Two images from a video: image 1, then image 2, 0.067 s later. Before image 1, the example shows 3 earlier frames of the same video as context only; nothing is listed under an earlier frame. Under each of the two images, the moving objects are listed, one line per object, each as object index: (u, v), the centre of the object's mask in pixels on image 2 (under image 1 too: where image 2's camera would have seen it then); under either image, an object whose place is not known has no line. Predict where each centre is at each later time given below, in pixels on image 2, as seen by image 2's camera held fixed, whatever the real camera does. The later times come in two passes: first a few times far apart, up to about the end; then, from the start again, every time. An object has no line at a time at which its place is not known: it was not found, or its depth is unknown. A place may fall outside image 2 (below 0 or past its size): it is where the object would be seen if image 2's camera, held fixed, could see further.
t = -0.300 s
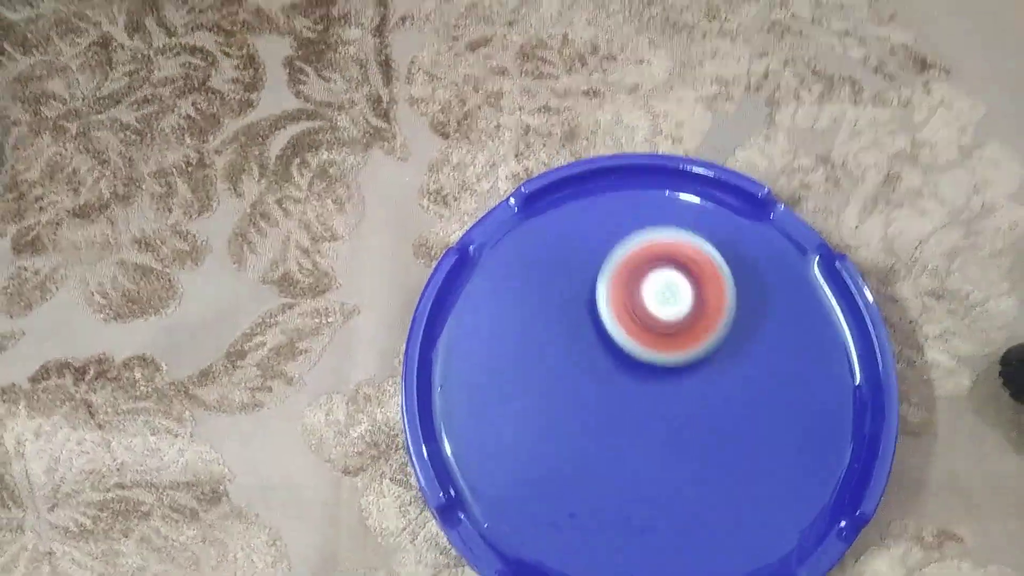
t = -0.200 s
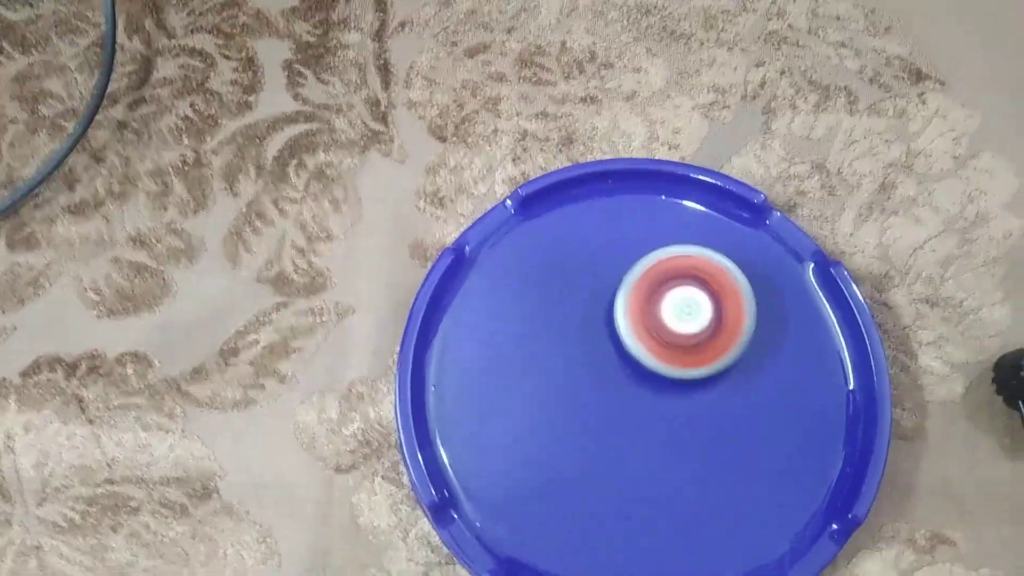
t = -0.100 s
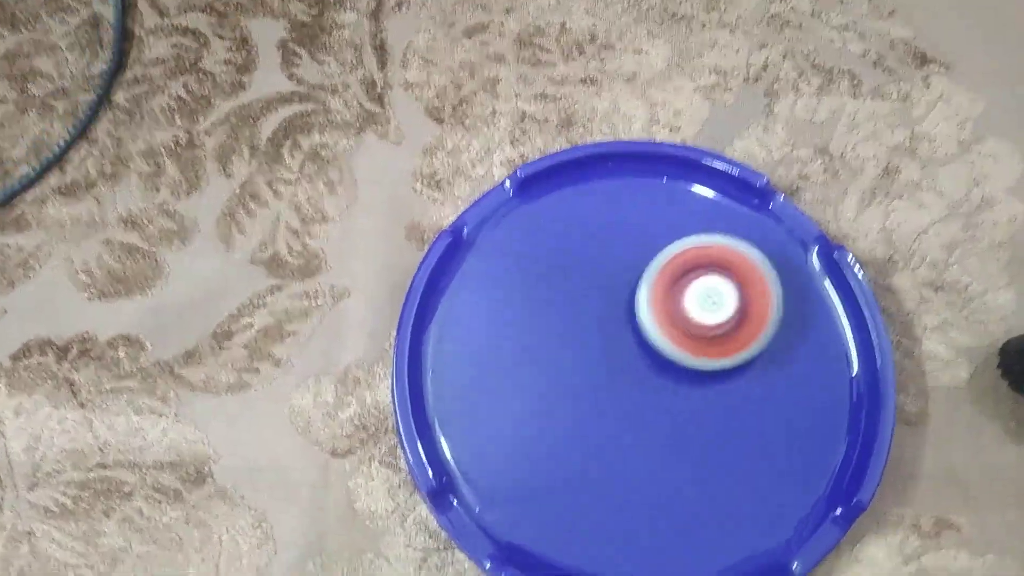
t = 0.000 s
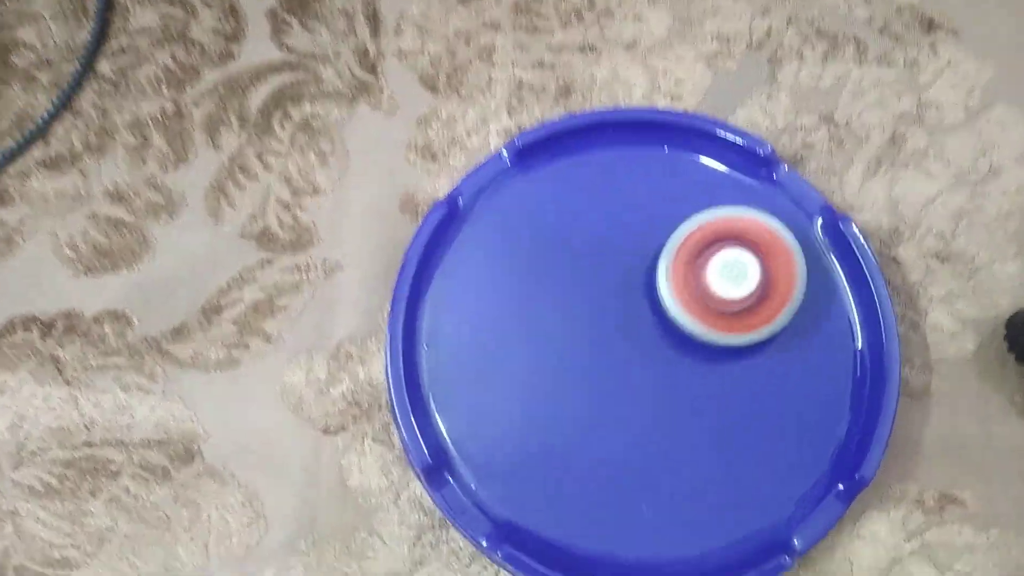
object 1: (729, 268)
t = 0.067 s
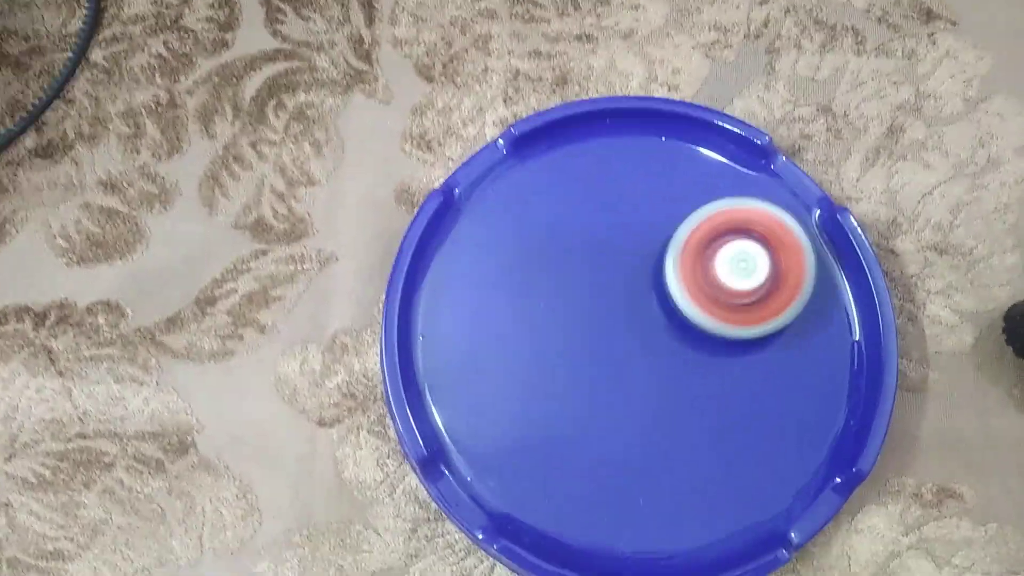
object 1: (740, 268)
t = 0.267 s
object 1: (751, 273)
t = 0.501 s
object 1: (732, 286)
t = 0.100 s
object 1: (744, 269)
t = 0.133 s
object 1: (746, 269)
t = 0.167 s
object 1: (748, 269)
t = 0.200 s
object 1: (750, 270)
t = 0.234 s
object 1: (751, 271)
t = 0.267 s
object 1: (751, 273)
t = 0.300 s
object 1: (749, 275)
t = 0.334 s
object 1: (746, 276)
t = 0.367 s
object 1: (744, 276)
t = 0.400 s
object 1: (741, 277)
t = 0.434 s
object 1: (738, 279)
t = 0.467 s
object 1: (735, 282)
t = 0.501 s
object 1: (732, 286)
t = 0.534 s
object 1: (729, 291)
